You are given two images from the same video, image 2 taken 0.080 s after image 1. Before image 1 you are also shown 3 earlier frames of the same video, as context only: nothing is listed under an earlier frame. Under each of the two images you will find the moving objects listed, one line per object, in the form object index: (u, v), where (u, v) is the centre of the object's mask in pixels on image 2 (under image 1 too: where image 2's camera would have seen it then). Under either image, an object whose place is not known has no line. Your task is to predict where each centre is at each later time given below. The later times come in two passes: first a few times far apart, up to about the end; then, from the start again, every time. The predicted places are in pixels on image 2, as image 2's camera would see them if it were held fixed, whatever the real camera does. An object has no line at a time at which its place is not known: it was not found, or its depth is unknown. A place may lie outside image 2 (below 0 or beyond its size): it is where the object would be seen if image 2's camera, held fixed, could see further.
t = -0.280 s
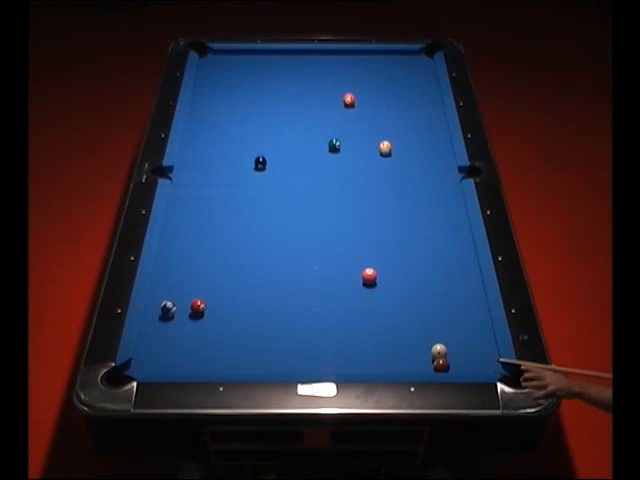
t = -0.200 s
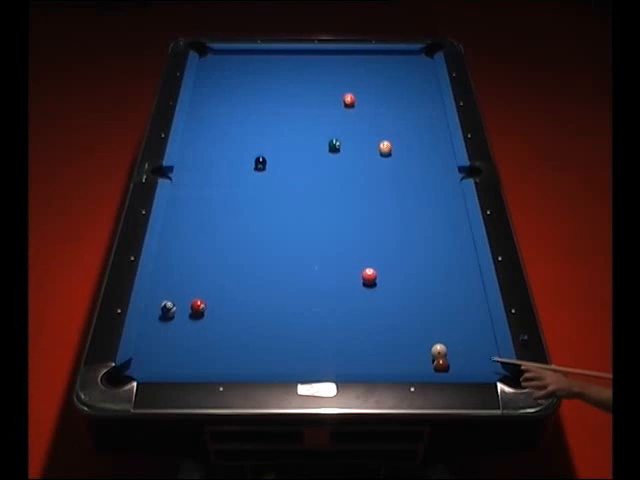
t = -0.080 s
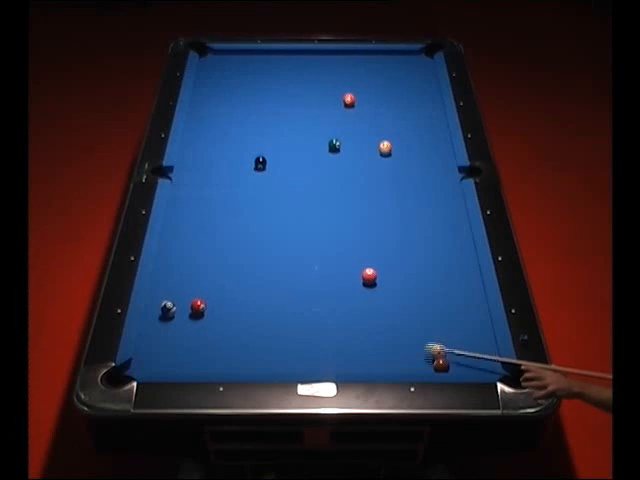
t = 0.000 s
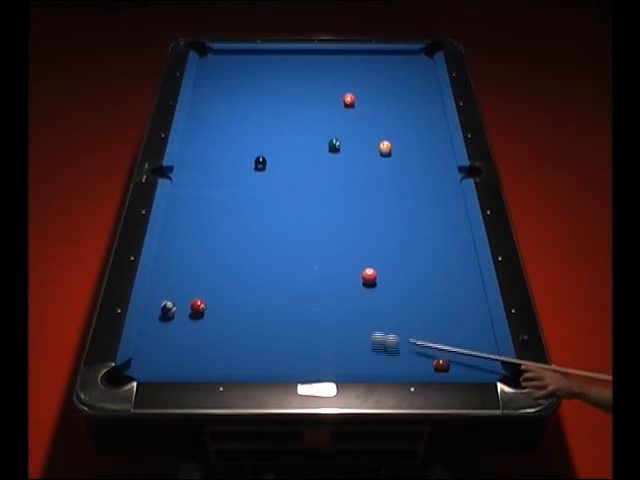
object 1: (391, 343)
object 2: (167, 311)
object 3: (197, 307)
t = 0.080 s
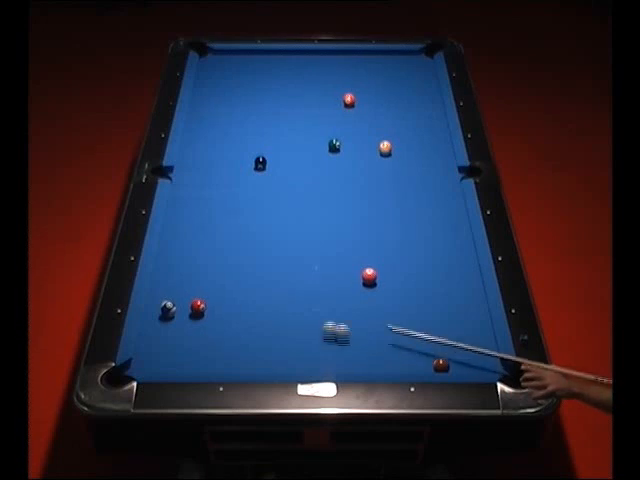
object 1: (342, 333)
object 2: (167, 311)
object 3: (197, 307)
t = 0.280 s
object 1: (236, 309)
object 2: (168, 310)
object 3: (198, 307)
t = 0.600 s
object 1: (176, 257)
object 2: (187, 311)
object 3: (175, 327)
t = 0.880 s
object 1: (189, 219)
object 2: (235, 312)
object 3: (167, 345)
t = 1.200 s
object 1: (223, 180)
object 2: (287, 314)
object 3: (159, 362)
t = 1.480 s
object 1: (249, 150)
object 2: (332, 315)
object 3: (158, 362)
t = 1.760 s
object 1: (273, 124)
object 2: (374, 316)
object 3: (158, 358)
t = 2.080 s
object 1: (296, 97)
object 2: (421, 317)
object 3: (159, 351)
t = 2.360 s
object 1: (314, 77)
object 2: (460, 319)
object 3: (160, 347)
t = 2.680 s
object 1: (333, 55)
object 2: (473, 320)
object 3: (160, 341)
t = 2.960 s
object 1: (354, 59)
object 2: (455, 321)
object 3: (159, 340)
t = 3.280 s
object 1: (379, 70)
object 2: (436, 322)
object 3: (159, 339)
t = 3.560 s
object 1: (402, 79)
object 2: (422, 322)
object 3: (159, 339)
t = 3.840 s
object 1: (424, 88)
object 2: (409, 323)
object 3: (159, 339)
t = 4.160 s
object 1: (430, 98)
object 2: (397, 324)
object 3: (159, 339)
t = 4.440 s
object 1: (421, 105)
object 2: (387, 324)
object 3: (159, 339)
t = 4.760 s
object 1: (411, 113)
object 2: (380, 325)
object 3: (159, 339)
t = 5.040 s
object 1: (402, 120)
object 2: (375, 325)
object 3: (159, 339)
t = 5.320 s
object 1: (394, 126)
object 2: (371, 325)
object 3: (159, 339)
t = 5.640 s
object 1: (385, 132)
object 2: (369, 325)
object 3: (159, 339)
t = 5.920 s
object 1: (377, 137)
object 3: (159, 339)
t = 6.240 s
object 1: (370, 143)
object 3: (159, 339)
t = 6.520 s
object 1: (364, 147)
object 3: (159, 339)
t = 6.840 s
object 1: (358, 151)
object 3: (159, 339)
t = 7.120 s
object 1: (354, 154)
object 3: (159, 339)
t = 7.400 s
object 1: (351, 156)
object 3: (159, 339)
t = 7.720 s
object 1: (348, 158)
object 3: (159, 339)
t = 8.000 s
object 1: (346, 160)
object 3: (159, 339)
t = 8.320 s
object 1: (345, 160)
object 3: (159, 339)
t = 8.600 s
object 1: (344, 160)
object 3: (159, 339)
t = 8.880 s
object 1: (344, 161)
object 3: (159, 339)
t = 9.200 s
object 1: (344, 160)
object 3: (159, 339)
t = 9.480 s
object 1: (344, 161)
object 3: (159, 339)
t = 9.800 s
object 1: (344, 160)
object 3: (159, 339)
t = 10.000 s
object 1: (344, 161)
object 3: (159, 339)
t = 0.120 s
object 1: (319, 328)
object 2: (167, 311)
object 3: (198, 307)
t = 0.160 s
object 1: (297, 323)
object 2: (167, 310)
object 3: (197, 307)
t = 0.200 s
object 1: (276, 318)
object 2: (167, 311)
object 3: (197, 307)
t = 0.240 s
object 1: (256, 314)
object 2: (167, 310)
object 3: (197, 307)
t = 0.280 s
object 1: (236, 309)
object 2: (168, 310)
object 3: (198, 307)
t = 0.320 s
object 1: (214, 303)
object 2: (167, 311)
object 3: (197, 307)
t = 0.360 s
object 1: (209, 295)
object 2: (166, 311)
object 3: (184, 310)
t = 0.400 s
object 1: (205, 288)
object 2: (152, 310)
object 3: (182, 313)
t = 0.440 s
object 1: (200, 281)
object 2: (155, 310)
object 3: (180, 316)
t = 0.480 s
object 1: (195, 276)
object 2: (164, 309)
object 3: (179, 319)
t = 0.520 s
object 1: (189, 269)
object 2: (172, 308)
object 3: (177, 321)
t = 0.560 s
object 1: (183, 263)
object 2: (181, 308)
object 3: (177, 323)
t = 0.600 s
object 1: (176, 257)
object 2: (187, 311)
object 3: (175, 327)
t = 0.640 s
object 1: (170, 252)
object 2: (194, 311)
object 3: (175, 328)
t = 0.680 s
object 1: (164, 247)
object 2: (201, 311)
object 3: (173, 331)
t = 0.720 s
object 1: (168, 240)
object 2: (208, 312)
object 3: (172, 334)
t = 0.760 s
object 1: (174, 234)
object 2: (214, 311)
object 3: (171, 337)
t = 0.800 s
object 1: (180, 229)
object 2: (221, 311)
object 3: (170, 340)
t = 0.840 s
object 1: (184, 224)
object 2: (228, 311)
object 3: (169, 342)
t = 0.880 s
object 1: (189, 219)
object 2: (235, 312)
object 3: (167, 345)
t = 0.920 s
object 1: (194, 214)
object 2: (241, 313)
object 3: (166, 347)
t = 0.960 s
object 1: (198, 208)
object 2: (248, 313)
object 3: (166, 349)
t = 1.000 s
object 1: (202, 203)
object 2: (255, 313)
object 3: (164, 352)
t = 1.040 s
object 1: (207, 198)
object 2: (262, 313)
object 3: (163, 355)
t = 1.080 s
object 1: (211, 194)
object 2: (268, 313)
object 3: (162, 358)
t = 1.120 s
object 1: (215, 189)
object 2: (274, 313)
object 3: (161, 359)
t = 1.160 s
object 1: (219, 184)
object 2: (281, 313)
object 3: (160, 361)
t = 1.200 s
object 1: (223, 180)
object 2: (287, 314)
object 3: (159, 362)
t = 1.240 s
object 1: (227, 175)
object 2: (294, 314)
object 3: (158, 365)
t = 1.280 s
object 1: (231, 171)
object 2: (300, 315)
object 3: (158, 365)
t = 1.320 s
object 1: (235, 167)
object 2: (307, 315)
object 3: (158, 364)
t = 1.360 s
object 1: (239, 162)
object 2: (312, 314)
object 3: (158, 364)
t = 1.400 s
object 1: (242, 158)
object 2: (319, 314)
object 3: (158, 363)
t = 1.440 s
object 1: (246, 154)
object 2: (326, 314)
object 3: (158, 363)
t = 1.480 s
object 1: (249, 150)
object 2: (332, 315)
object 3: (158, 362)
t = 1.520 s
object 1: (253, 146)
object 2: (337, 315)
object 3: (158, 362)
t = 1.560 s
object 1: (257, 142)
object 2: (344, 315)
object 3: (158, 362)
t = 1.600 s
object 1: (260, 139)
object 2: (350, 315)
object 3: (158, 362)
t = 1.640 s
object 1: (263, 135)
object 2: (356, 316)
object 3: (158, 361)
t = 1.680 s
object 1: (266, 132)
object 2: (362, 316)
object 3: (158, 360)
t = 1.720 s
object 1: (270, 128)
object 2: (368, 316)
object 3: (158, 359)
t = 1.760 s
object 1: (273, 124)
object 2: (374, 316)
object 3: (158, 358)
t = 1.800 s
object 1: (276, 121)
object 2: (381, 317)
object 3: (158, 357)
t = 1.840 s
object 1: (279, 117)
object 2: (386, 317)
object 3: (159, 356)
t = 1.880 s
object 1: (281, 114)
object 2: (392, 317)
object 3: (159, 355)
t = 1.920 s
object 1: (285, 110)
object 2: (398, 317)
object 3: (159, 355)
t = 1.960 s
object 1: (287, 107)
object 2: (404, 317)
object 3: (159, 354)
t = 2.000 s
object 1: (290, 104)
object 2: (409, 317)
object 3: (159, 353)
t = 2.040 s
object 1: (293, 101)
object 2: (415, 317)
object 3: (159, 352)
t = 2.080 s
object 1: (296, 97)
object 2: (421, 317)
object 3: (159, 351)
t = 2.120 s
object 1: (299, 94)
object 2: (427, 317)
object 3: (159, 351)
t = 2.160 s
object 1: (302, 91)
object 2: (432, 318)
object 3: (159, 350)
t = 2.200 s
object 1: (304, 88)
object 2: (437, 318)
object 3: (159, 349)
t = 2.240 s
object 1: (307, 85)
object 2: (443, 317)
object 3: (159, 349)
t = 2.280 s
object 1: (309, 82)
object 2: (449, 317)
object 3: (159, 348)
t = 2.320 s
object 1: (312, 80)
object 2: (455, 319)
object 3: (160, 347)
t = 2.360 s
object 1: (314, 77)
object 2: (460, 319)
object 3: (160, 347)
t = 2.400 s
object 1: (317, 74)
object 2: (465, 319)
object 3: (160, 344)
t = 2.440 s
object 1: (320, 71)
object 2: (471, 319)
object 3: (160, 344)
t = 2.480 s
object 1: (322, 68)
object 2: (476, 319)
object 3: (160, 344)
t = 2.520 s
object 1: (324, 66)
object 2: (481, 320)
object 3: (160, 343)
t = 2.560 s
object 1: (327, 63)
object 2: (481, 320)
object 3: (160, 342)
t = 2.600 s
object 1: (329, 60)
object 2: (478, 320)
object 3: (159, 342)
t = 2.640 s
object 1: (331, 58)
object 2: (475, 320)
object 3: (160, 342)
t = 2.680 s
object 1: (333, 55)
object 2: (473, 320)
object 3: (160, 341)
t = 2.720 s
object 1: (335, 53)
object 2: (470, 320)
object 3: (160, 341)
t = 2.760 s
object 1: (338, 52)
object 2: (467, 320)
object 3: (159, 341)
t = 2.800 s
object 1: (341, 54)
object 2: (465, 320)
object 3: (159, 341)
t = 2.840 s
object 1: (345, 55)
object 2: (462, 320)
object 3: (159, 341)
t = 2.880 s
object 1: (348, 56)
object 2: (459, 320)
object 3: (159, 340)
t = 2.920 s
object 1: (351, 57)
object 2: (457, 321)
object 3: (159, 340)
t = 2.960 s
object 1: (354, 59)
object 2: (455, 321)
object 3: (159, 340)
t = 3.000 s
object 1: (358, 60)
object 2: (453, 321)
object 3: (159, 340)
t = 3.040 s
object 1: (360, 61)
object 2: (450, 321)
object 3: (159, 340)
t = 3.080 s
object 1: (363, 63)
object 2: (448, 321)
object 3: (159, 339)
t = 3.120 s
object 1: (367, 64)
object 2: (445, 321)
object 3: (159, 339)
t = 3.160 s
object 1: (370, 65)
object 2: (443, 321)
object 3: (159, 339)
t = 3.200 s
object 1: (373, 67)
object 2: (440, 321)
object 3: (159, 340)
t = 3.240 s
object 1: (376, 69)
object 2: (438, 321)
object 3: (159, 339)
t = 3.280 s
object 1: (379, 70)
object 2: (436, 322)
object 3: (159, 339)
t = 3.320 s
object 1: (383, 71)
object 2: (434, 322)
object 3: (159, 339)
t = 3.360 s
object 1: (386, 72)
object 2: (432, 322)
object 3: (159, 339)
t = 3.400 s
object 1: (389, 74)
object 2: (429, 322)
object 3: (159, 339)
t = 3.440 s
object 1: (392, 75)
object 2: (427, 322)
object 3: (159, 339)
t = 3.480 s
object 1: (396, 76)
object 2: (426, 322)
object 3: (159, 339)
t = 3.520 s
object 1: (398, 77)
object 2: (424, 322)
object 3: (159, 339)
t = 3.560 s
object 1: (402, 79)
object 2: (422, 322)
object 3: (159, 339)
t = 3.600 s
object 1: (405, 80)
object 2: (420, 322)
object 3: (159, 339)
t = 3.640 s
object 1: (408, 82)
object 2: (418, 322)
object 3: (159, 339)
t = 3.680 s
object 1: (411, 83)
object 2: (416, 323)
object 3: (159, 339)
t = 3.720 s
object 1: (414, 84)
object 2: (414, 323)
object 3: (159, 339)
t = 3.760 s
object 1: (417, 86)
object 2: (412, 323)
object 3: (159, 339)
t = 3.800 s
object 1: (420, 87)
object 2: (411, 323)
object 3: (159, 339)
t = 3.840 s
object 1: (424, 88)
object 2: (409, 323)
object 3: (159, 339)
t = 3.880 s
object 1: (426, 89)
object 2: (407, 323)
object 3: (159, 339)
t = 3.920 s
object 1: (430, 91)
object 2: (406, 323)
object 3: (159, 339)
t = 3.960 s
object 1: (433, 92)
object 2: (405, 323)
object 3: (159, 339)
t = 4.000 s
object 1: (435, 93)
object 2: (403, 323)
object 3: (159, 339)
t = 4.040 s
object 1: (434, 94)
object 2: (401, 324)
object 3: (159, 339)
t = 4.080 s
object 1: (433, 95)
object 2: (400, 324)
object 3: (159, 339)
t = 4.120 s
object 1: (432, 96)
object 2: (398, 324)
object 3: (159, 339)
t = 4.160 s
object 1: (430, 98)
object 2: (397, 324)
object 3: (159, 339)
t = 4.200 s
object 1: (429, 99)
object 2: (396, 324)
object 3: (159, 339)
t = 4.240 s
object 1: (427, 100)
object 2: (394, 324)
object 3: (159, 339)
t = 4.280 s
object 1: (426, 101)
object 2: (392, 324)
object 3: (159, 339)
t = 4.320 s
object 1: (425, 102)
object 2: (391, 324)
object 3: (159, 339)
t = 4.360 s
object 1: (424, 103)
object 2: (390, 324)
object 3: (159, 339)
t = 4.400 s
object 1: (422, 104)
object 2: (389, 324)
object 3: (159, 339)
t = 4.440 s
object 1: (421, 105)
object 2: (387, 324)
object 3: (159, 339)
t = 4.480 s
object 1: (419, 106)
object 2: (386, 324)
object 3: (159, 339)
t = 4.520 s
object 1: (418, 107)
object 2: (385, 325)
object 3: (159, 339)
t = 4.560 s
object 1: (417, 108)
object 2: (384, 325)
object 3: (159, 339)
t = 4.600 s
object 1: (416, 109)
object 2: (383, 325)
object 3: (159, 339)
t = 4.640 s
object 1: (414, 110)
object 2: (382, 325)
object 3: (159, 339)
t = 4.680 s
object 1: (413, 111)
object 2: (381, 325)
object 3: (159, 339)
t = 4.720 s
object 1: (412, 112)
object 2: (381, 325)
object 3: (159, 339)
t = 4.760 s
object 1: (411, 113)
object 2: (380, 325)
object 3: (159, 339)
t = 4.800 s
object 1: (409, 114)
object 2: (379, 325)
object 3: (159, 339)
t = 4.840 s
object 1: (408, 115)
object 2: (378, 325)
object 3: (159, 339)
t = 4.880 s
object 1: (407, 116)
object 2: (377, 325)
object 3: (159, 339)
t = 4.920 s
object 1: (406, 117)
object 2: (377, 325)
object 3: (159, 339)
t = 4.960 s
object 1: (405, 118)
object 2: (376, 325)
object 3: (159, 339)
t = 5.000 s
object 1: (403, 119)
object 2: (376, 325)
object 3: (159, 339)
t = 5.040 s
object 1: (402, 120)
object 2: (375, 325)
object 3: (159, 339)
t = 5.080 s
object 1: (401, 120)
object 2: (374, 325)
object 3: (159, 339)
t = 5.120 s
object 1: (400, 121)
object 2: (374, 325)
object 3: (159, 339)
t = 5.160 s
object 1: (398, 122)
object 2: (373, 325)
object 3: (159, 339)
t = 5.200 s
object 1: (398, 123)
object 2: (373, 325)
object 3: (159, 339)
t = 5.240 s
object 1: (396, 124)
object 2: (372, 325)
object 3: (159, 339)
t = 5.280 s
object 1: (395, 125)
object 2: (372, 325)
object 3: (159, 339)
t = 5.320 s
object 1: (394, 126)
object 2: (371, 325)
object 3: (159, 339)
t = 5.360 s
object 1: (393, 127)
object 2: (371, 325)
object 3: (159, 339)
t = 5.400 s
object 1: (391, 127)
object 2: (371, 325)
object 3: (159, 339)
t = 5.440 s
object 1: (391, 128)
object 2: (370, 325)
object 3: (159, 339)
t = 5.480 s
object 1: (389, 129)
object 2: (370, 325)
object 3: (159, 339)
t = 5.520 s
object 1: (388, 130)
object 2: (369, 325)
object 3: (159, 339)
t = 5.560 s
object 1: (387, 130)
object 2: (369, 325)
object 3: (159, 339)
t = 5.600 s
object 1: (386, 131)
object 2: (369, 325)
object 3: (159, 339)
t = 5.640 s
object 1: (385, 132)
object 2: (369, 325)
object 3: (159, 339)
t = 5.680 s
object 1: (384, 133)
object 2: (369, 325)
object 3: (159, 339)
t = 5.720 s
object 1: (382, 133)
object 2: (369, 325)
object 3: (159, 339)
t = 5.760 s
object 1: (381, 134)
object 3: (159, 339)
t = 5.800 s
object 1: (380, 135)
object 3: (159, 339)
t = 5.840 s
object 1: (379, 135)
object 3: (159, 339)
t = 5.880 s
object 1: (378, 136)
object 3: (159, 339)
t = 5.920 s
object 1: (377, 137)
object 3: (159, 339)
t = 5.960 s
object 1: (376, 138)
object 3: (159, 339)
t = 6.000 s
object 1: (375, 138)
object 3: (159, 339)
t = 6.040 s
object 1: (374, 139)
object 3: (159, 339)
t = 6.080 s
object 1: (374, 140)
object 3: (159, 339)
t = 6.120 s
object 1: (373, 141)
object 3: (159, 339)
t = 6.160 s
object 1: (372, 141)
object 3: (159, 339)
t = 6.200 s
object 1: (371, 142)
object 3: (159, 339)
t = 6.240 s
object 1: (370, 143)
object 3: (159, 339)
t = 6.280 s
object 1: (369, 143)
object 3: (159, 339)
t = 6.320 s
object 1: (368, 144)
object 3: (159, 339)
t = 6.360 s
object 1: (368, 145)
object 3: (159, 339)
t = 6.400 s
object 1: (366, 145)
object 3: (159, 339)
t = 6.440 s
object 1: (366, 146)
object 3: (159, 339)
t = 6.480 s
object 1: (365, 147)
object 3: (159, 339)
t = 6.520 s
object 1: (364, 147)
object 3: (159, 339)
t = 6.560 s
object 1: (363, 148)
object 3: (159, 339)
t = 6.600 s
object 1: (362, 148)
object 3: (159, 339)
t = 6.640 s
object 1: (362, 149)
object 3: (159, 339)
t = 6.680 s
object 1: (361, 149)
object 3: (159, 339)
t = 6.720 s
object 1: (360, 150)
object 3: (159, 339)
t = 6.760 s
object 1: (360, 150)
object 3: (159, 339)
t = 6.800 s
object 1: (359, 151)
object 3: (159, 339)
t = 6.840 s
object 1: (358, 151)
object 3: (159, 339)
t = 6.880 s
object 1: (358, 152)
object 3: (159, 339)
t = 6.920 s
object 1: (357, 152)
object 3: (159, 339)
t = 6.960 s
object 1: (356, 153)
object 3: (159, 339)
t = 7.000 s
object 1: (356, 153)
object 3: (159, 339)
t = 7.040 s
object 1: (355, 154)
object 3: (159, 339)
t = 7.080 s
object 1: (355, 154)
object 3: (159, 339)
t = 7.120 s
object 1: (354, 154)
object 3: (159, 339)
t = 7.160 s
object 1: (354, 155)
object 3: (159, 339)
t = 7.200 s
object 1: (353, 155)
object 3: (159, 339)
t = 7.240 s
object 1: (353, 155)
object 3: (159, 339)
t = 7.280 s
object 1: (352, 156)
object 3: (159, 339)
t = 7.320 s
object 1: (352, 156)
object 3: (159, 339)
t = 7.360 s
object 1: (351, 156)
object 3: (159, 339)
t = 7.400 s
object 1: (351, 156)
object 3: (159, 339)
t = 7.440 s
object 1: (350, 157)
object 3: (159, 339)
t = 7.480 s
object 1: (350, 157)
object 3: (159, 339)
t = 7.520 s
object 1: (350, 157)
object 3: (159, 339)
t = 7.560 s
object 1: (349, 158)
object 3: (159, 339)
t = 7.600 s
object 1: (349, 158)
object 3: (159, 339)
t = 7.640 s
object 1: (349, 158)
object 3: (159, 339)
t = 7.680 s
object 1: (348, 158)
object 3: (159, 339)
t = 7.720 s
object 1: (348, 158)
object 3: (159, 339)
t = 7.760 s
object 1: (347, 159)
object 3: (159, 339)
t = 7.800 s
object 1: (347, 159)
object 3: (159, 339)
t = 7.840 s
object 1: (347, 159)
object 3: (159, 339)
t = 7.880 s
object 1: (346, 159)
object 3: (159, 339)
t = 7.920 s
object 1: (346, 159)
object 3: (159, 339)
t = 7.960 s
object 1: (346, 159)
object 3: (159, 339)
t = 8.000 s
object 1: (346, 160)
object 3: (159, 339)
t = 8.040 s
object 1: (346, 160)
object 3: (159, 339)
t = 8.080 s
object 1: (345, 160)
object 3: (159, 339)
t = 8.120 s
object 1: (345, 160)
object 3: (159, 339)
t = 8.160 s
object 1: (345, 160)
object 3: (159, 339)
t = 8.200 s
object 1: (345, 160)
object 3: (159, 339)
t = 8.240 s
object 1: (345, 160)
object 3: (159, 339)
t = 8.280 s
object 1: (345, 160)
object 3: (159, 339)
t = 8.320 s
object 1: (345, 160)
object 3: (159, 339)
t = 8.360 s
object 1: (344, 161)
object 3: (159, 339)
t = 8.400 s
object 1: (345, 160)
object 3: (159, 339)
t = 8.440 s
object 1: (344, 160)
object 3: (159, 339)
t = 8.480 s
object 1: (345, 160)
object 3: (159, 339)
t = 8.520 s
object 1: (345, 160)
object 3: (159, 339)
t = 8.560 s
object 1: (344, 161)
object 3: (159, 339)
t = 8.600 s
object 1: (344, 160)
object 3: (159, 339)
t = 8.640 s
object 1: (344, 161)
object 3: (159, 339)
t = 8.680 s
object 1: (344, 161)
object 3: (159, 339)
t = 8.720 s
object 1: (344, 161)
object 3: (159, 339)
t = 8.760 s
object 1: (344, 160)
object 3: (159, 339)
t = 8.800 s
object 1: (344, 161)
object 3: (159, 339)
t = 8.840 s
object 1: (344, 161)
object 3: (159, 339)
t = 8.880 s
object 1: (344, 161)
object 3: (159, 339)
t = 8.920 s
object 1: (344, 161)
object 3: (159, 339)
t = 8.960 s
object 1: (344, 161)
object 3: (159, 339)
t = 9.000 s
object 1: (344, 160)
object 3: (159, 339)
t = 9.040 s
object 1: (344, 160)
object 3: (159, 339)
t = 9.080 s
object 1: (344, 160)
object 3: (159, 339)
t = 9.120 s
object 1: (344, 161)
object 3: (159, 339)
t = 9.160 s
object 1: (344, 161)
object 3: (159, 339)
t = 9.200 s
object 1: (344, 160)
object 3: (159, 339)
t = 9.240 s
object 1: (344, 161)
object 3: (159, 339)
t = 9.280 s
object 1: (345, 160)
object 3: (159, 339)
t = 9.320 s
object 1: (345, 160)
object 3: (159, 339)
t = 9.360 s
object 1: (344, 161)
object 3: (159, 339)
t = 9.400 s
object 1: (344, 160)
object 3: (159, 339)
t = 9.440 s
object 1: (344, 160)
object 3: (159, 339)
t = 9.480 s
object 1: (344, 161)
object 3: (159, 339)
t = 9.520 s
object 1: (345, 160)
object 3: (159, 339)
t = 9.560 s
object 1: (344, 161)
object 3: (159, 339)
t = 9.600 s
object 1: (344, 161)
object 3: (159, 339)
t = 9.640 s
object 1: (344, 161)
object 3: (159, 339)
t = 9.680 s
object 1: (345, 160)
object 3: (159, 339)
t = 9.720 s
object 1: (344, 160)
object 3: (159, 339)
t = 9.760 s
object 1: (344, 161)
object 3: (159, 339)
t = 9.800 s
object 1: (344, 160)
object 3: (159, 339)
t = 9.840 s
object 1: (344, 161)
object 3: (159, 339)
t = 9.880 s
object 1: (344, 161)
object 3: (159, 339)
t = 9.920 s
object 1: (344, 161)
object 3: (159, 339)
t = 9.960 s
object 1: (344, 161)
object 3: (159, 339)
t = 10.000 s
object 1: (344, 161)
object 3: (159, 339)
